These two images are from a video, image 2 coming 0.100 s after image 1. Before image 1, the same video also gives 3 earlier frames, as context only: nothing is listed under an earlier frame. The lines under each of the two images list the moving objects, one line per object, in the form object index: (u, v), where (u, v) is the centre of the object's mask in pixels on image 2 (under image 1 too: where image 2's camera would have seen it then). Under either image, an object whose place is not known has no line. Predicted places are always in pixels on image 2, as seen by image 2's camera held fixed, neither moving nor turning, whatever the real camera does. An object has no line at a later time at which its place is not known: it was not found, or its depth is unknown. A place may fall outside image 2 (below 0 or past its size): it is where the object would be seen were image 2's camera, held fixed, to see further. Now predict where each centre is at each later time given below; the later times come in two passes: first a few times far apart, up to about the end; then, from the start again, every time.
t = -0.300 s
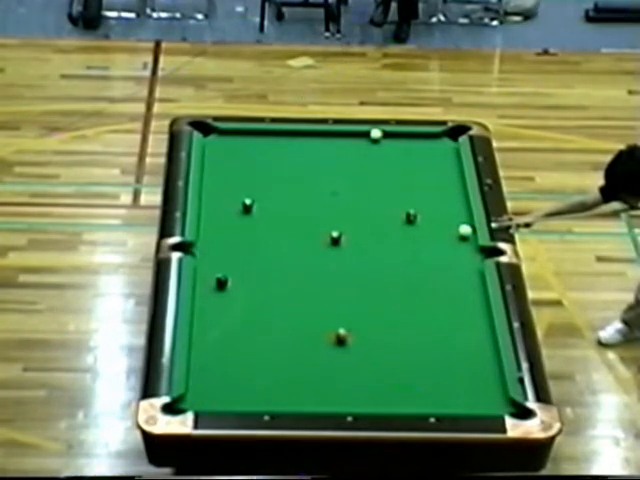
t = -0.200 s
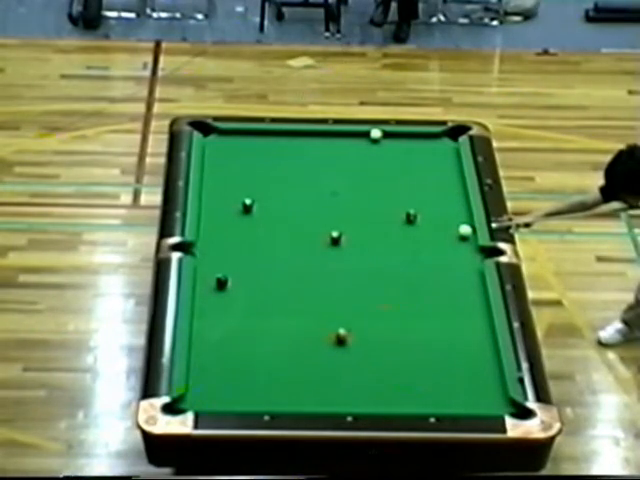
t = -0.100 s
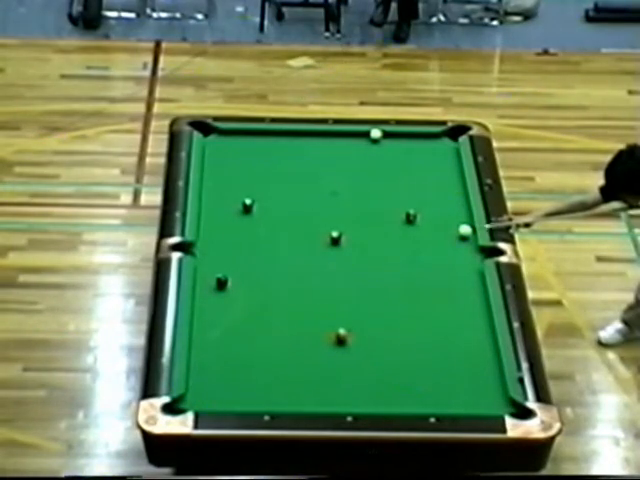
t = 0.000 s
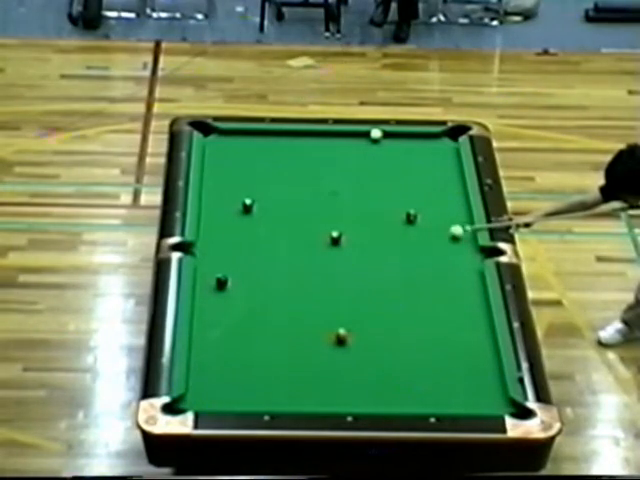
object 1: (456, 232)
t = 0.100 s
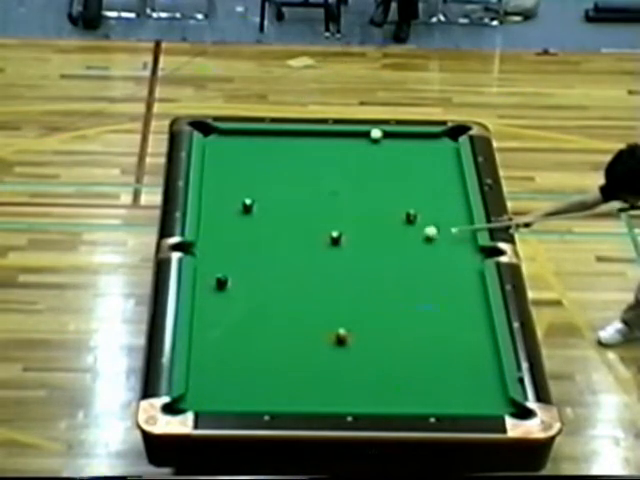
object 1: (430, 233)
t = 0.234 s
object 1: (395, 235)
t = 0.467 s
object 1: (347, 235)
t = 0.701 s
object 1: (332, 233)
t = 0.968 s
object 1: (314, 230)
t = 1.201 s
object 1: (300, 228)
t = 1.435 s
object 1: (287, 226)
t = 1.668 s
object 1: (274, 224)
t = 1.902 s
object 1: (263, 223)
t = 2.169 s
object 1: (251, 221)
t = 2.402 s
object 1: (240, 220)
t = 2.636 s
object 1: (232, 218)
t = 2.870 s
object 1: (224, 217)
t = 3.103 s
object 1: (216, 216)
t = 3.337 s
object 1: (209, 215)
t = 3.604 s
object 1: (204, 215)
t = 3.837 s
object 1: (206, 214)
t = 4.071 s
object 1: (207, 214)
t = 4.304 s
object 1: (208, 214)
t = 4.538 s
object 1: (208, 214)
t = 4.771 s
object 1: (208, 214)
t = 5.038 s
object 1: (208, 214)
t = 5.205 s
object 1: (208, 214)
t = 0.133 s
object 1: (421, 233)
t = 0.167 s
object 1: (413, 234)
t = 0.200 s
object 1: (404, 234)
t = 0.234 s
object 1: (395, 235)
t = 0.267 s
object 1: (387, 235)
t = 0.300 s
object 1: (378, 235)
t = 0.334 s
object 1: (370, 235)
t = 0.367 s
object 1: (362, 236)
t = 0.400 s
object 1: (353, 236)
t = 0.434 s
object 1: (348, 236)
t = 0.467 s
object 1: (347, 235)
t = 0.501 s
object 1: (346, 235)
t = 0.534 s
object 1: (343, 234)
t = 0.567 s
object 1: (341, 234)
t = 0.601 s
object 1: (339, 234)
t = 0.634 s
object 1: (336, 234)
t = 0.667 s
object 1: (334, 233)
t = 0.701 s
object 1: (332, 233)
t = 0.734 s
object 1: (329, 233)
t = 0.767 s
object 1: (327, 232)
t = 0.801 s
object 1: (325, 232)
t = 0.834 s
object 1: (323, 231)
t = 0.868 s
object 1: (321, 231)
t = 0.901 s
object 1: (319, 231)
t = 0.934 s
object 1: (316, 231)
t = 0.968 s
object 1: (314, 230)
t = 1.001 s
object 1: (312, 230)
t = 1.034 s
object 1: (310, 230)
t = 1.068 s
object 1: (308, 230)
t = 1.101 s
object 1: (306, 229)
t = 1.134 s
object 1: (304, 229)
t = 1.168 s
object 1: (302, 229)
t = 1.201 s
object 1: (300, 228)
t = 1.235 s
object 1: (298, 228)
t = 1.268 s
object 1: (296, 227)
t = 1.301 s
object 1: (294, 227)
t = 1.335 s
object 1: (292, 227)
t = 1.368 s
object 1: (291, 227)
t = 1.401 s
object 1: (288, 227)
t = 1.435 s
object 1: (287, 226)
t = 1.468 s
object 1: (285, 226)
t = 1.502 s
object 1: (283, 226)
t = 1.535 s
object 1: (281, 225)
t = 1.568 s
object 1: (279, 225)
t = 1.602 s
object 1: (278, 225)
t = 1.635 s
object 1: (276, 224)
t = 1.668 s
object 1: (274, 224)
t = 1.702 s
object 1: (272, 224)
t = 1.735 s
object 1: (271, 224)
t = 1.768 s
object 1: (269, 224)
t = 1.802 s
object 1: (268, 223)
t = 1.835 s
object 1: (266, 223)
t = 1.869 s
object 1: (264, 223)
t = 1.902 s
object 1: (263, 223)
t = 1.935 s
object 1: (261, 223)
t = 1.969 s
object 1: (260, 222)
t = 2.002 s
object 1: (258, 222)
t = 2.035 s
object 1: (257, 222)
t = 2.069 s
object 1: (255, 221)
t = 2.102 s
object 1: (254, 221)
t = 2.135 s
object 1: (252, 221)
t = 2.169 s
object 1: (251, 221)
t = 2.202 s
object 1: (249, 221)
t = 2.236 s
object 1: (248, 221)
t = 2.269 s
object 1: (246, 220)
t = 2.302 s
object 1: (245, 220)
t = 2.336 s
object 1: (243, 220)
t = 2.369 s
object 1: (242, 220)
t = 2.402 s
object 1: (240, 220)
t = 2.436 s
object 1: (239, 219)
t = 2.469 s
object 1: (238, 219)
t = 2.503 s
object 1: (236, 219)
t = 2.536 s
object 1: (235, 219)
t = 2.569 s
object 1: (234, 219)
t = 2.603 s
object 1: (233, 218)
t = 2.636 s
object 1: (232, 218)
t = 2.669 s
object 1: (230, 218)
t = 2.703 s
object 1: (229, 218)
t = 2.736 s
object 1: (228, 218)
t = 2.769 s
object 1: (227, 218)
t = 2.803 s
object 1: (225, 218)
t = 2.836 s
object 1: (224, 217)
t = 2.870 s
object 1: (224, 217)
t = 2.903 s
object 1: (222, 217)
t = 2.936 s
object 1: (221, 217)
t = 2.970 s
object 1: (220, 217)
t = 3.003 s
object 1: (219, 217)
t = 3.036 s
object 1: (218, 216)
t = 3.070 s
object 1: (217, 216)
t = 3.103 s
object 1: (216, 216)
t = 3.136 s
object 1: (215, 216)
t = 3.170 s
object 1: (214, 216)
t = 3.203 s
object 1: (213, 216)
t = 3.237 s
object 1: (212, 216)
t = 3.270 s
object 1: (211, 216)
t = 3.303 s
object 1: (210, 215)
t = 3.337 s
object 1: (209, 215)
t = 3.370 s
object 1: (209, 215)
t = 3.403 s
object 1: (208, 215)
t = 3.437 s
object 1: (207, 215)
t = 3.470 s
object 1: (206, 215)
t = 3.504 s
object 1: (205, 215)
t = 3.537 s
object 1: (205, 215)
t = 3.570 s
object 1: (204, 214)
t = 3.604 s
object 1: (204, 215)
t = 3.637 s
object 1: (204, 215)
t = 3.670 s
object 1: (204, 214)
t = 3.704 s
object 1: (205, 214)
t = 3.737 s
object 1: (205, 214)
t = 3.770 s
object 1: (205, 214)
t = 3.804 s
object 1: (205, 214)
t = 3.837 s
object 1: (206, 214)
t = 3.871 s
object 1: (206, 214)
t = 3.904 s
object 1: (206, 214)
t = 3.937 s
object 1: (206, 214)
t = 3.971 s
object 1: (206, 214)
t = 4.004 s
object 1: (207, 214)
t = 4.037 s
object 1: (207, 214)
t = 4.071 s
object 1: (207, 214)
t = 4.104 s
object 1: (208, 214)
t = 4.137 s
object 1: (208, 214)
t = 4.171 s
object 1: (208, 214)
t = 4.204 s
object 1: (208, 214)
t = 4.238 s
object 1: (208, 214)
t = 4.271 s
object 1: (208, 214)
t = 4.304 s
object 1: (208, 214)
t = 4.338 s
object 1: (208, 214)
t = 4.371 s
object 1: (208, 214)
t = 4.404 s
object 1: (208, 214)
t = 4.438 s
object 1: (208, 214)
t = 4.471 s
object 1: (208, 214)
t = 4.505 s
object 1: (208, 214)
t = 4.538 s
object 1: (208, 214)
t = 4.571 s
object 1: (208, 214)
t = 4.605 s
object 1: (208, 214)
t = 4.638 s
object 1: (208, 214)
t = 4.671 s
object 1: (208, 214)
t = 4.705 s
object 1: (208, 214)
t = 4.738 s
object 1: (208, 214)
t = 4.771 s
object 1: (208, 214)
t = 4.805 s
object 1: (208, 214)
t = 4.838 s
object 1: (208, 214)
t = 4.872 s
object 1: (208, 214)
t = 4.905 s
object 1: (208, 214)
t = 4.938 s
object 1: (208, 214)
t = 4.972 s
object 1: (208, 214)
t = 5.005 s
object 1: (208, 214)
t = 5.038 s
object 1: (208, 214)
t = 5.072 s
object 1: (208, 214)
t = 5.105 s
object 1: (208, 214)
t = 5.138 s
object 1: (208, 214)
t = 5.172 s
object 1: (208, 214)
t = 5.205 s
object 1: (208, 214)
